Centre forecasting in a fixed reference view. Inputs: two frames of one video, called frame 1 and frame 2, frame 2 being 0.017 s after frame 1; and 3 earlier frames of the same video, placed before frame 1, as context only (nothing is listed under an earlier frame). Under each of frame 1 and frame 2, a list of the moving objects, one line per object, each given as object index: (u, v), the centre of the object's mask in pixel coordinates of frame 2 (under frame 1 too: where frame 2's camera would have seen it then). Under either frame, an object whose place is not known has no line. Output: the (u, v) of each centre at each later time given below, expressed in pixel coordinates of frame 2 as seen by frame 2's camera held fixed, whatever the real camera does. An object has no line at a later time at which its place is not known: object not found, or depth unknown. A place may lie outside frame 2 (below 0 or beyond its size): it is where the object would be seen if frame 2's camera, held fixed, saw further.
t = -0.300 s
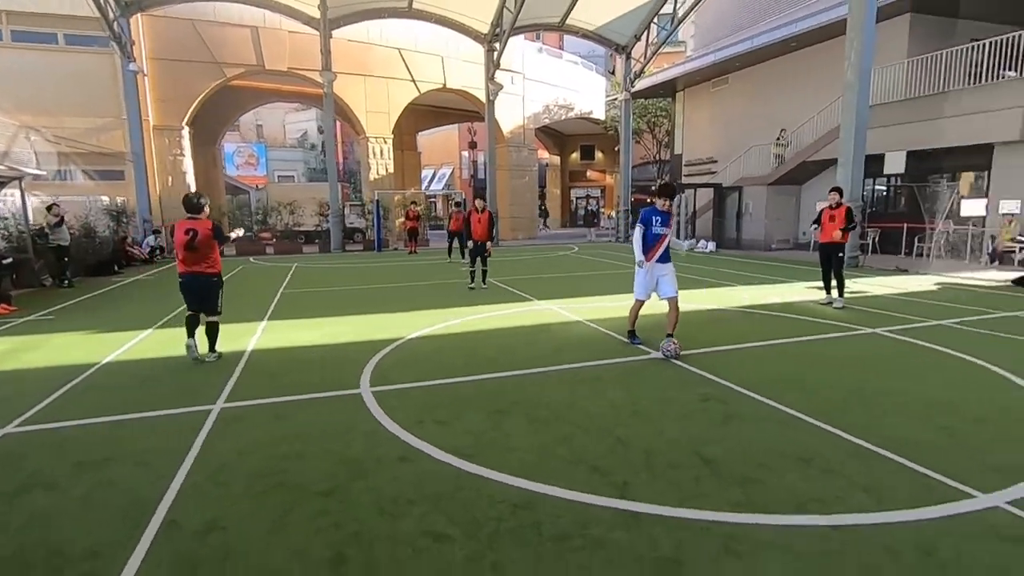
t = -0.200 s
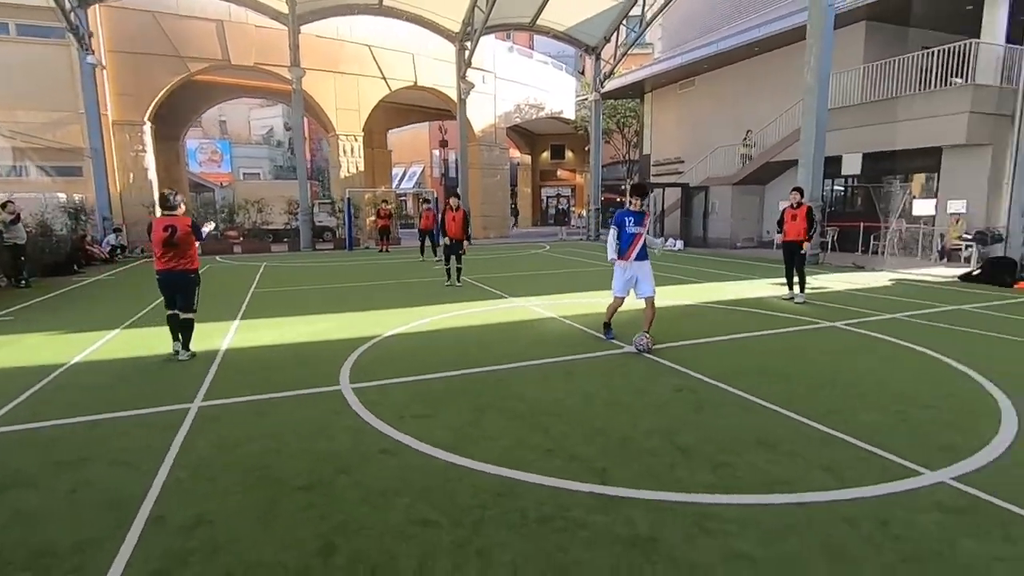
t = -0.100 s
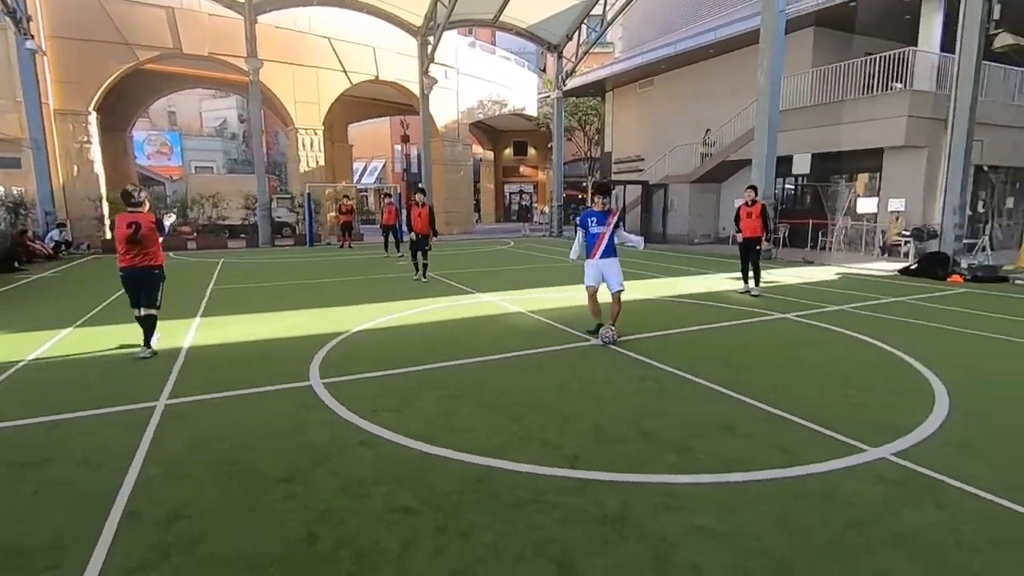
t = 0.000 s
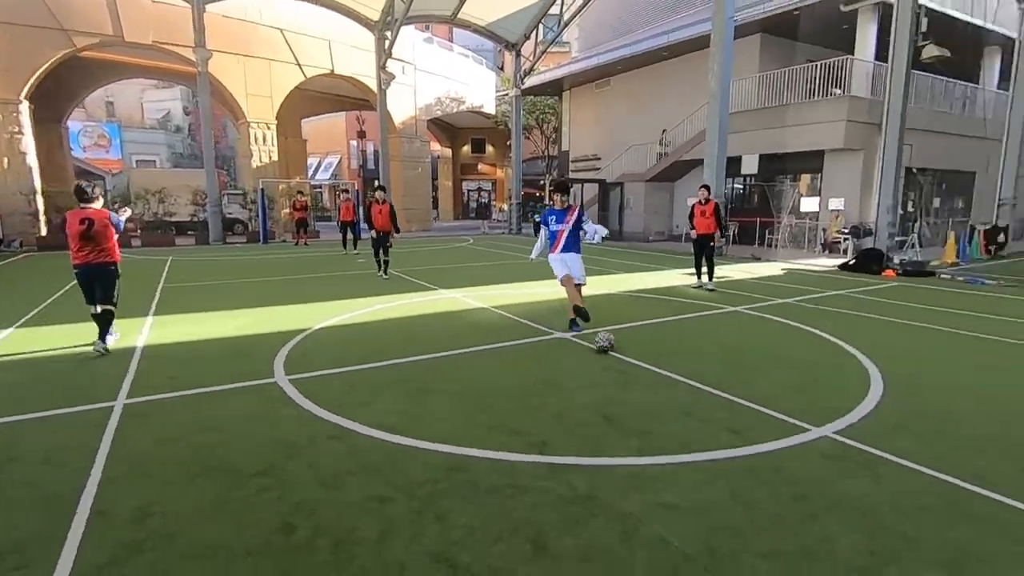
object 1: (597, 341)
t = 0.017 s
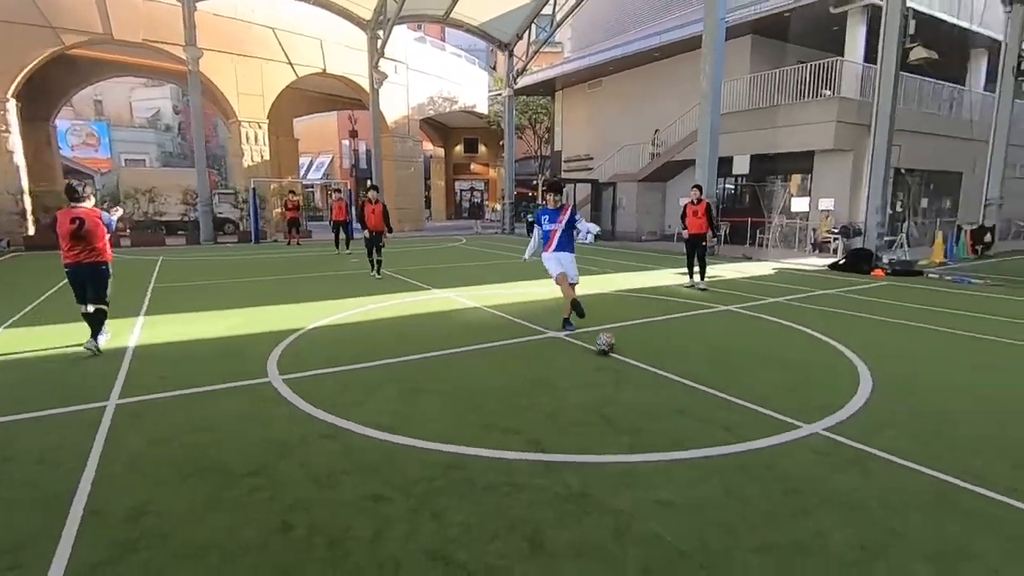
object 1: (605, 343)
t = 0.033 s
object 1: (612, 346)
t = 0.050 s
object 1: (620, 349)
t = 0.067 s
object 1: (628, 353)
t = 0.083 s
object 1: (636, 355)
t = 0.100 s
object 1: (645, 358)
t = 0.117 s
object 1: (654, 362)
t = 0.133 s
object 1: (664, 366)
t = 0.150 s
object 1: (673, 369)
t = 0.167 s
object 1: (683, 373)
